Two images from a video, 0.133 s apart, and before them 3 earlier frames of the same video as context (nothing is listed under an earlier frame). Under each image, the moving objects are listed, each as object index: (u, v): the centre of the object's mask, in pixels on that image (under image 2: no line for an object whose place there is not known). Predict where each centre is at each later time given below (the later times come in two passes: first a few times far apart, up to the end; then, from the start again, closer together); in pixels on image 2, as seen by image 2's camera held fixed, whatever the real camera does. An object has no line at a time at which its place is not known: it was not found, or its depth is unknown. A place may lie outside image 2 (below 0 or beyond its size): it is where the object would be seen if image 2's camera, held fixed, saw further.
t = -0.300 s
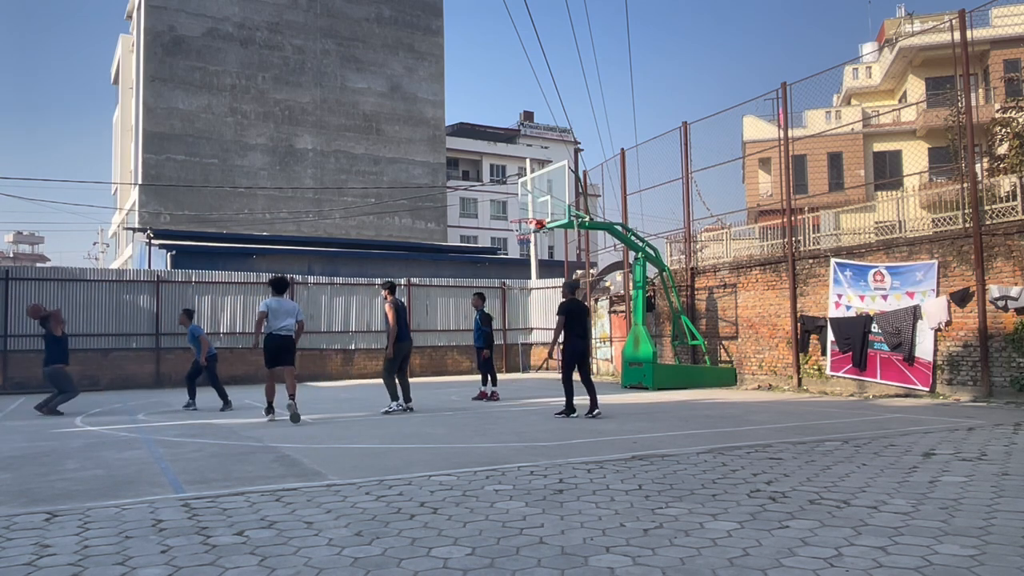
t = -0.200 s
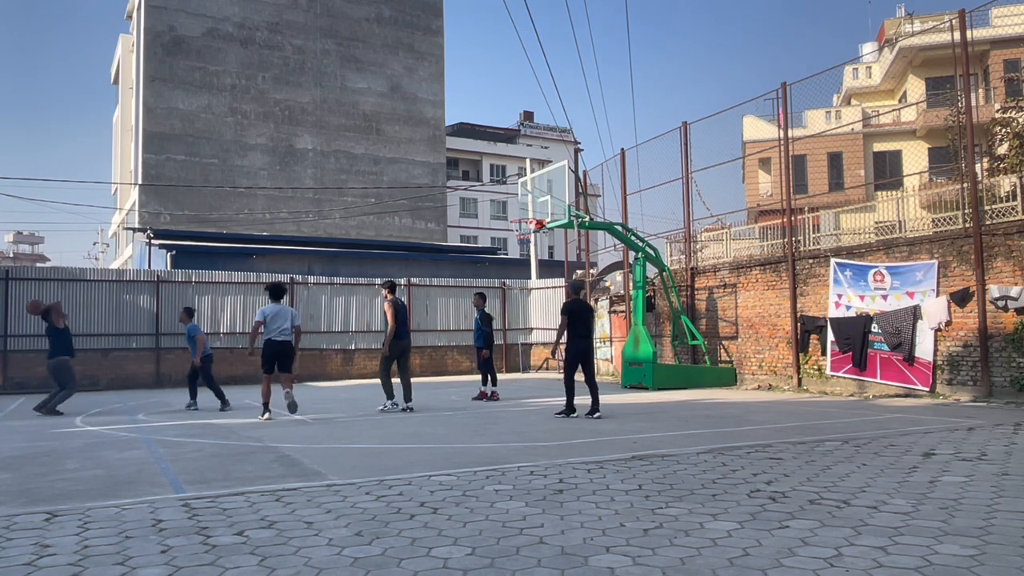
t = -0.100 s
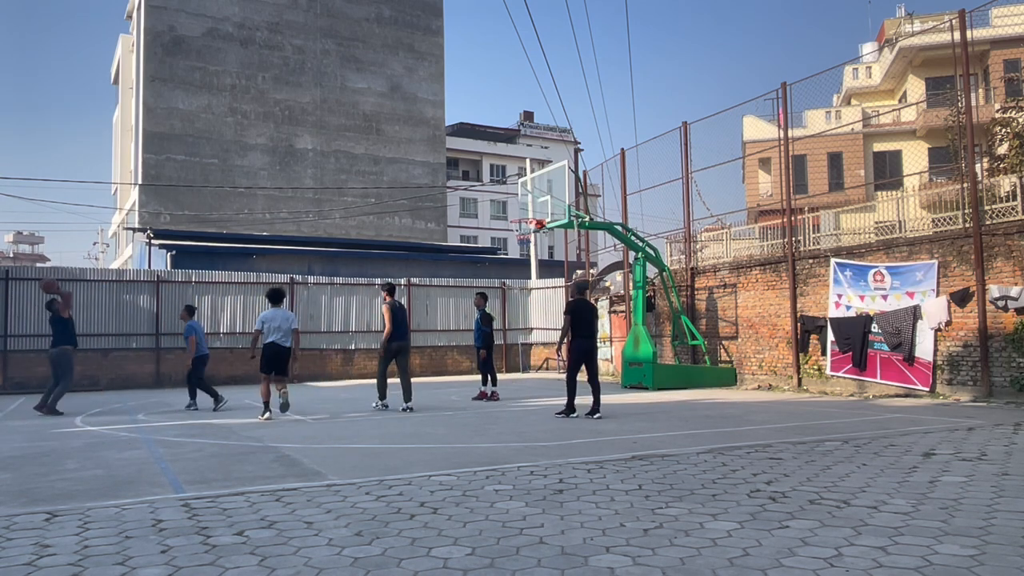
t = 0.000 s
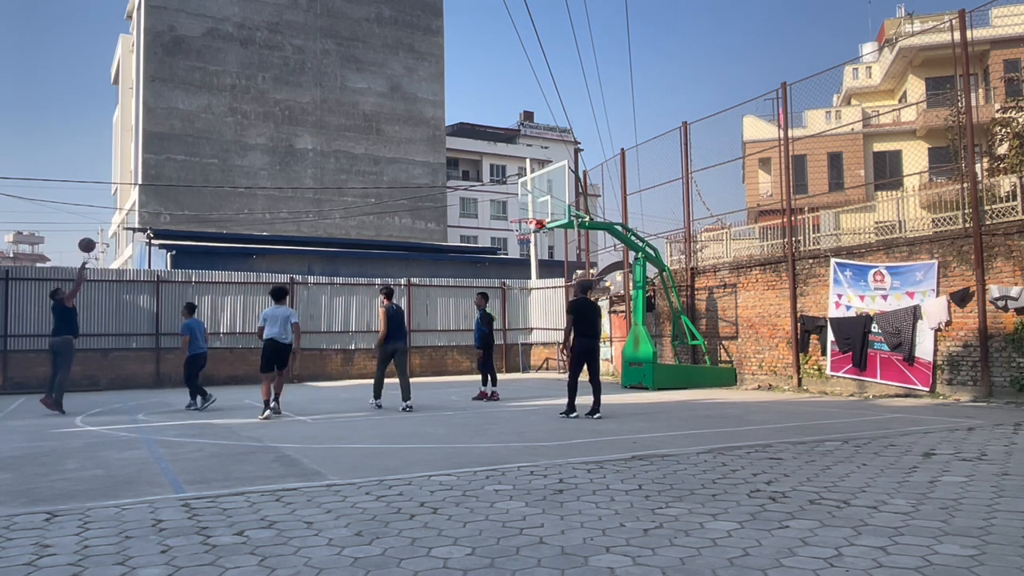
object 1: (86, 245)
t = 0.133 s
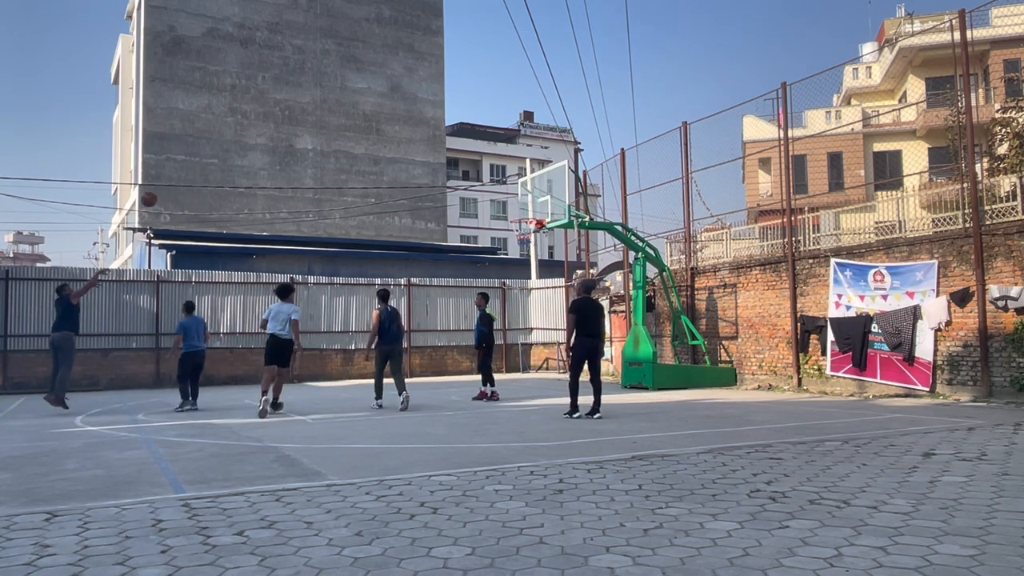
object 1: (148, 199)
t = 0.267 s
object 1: (207, 167)
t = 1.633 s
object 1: (463, 203)
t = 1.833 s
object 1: (433, 235)
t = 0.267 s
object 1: (207, 167)
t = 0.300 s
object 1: (221, 160)
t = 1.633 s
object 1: (463, 203)
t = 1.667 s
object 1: (457, 207)
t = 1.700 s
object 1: (453, 211)
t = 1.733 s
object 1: (448, 216)
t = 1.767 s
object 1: (442, 221)
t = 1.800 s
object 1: (438, 228)
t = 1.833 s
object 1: (433, 235)
